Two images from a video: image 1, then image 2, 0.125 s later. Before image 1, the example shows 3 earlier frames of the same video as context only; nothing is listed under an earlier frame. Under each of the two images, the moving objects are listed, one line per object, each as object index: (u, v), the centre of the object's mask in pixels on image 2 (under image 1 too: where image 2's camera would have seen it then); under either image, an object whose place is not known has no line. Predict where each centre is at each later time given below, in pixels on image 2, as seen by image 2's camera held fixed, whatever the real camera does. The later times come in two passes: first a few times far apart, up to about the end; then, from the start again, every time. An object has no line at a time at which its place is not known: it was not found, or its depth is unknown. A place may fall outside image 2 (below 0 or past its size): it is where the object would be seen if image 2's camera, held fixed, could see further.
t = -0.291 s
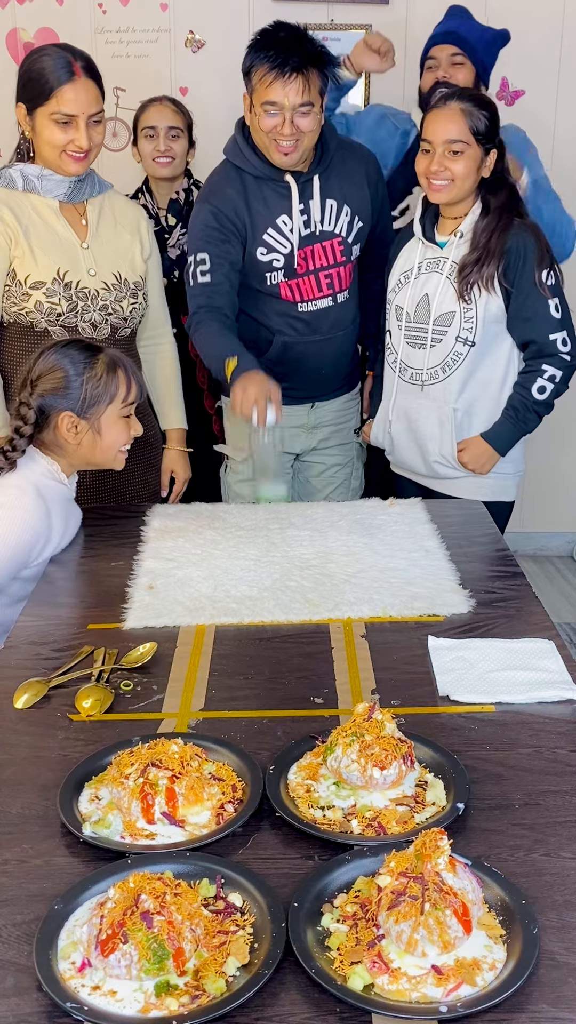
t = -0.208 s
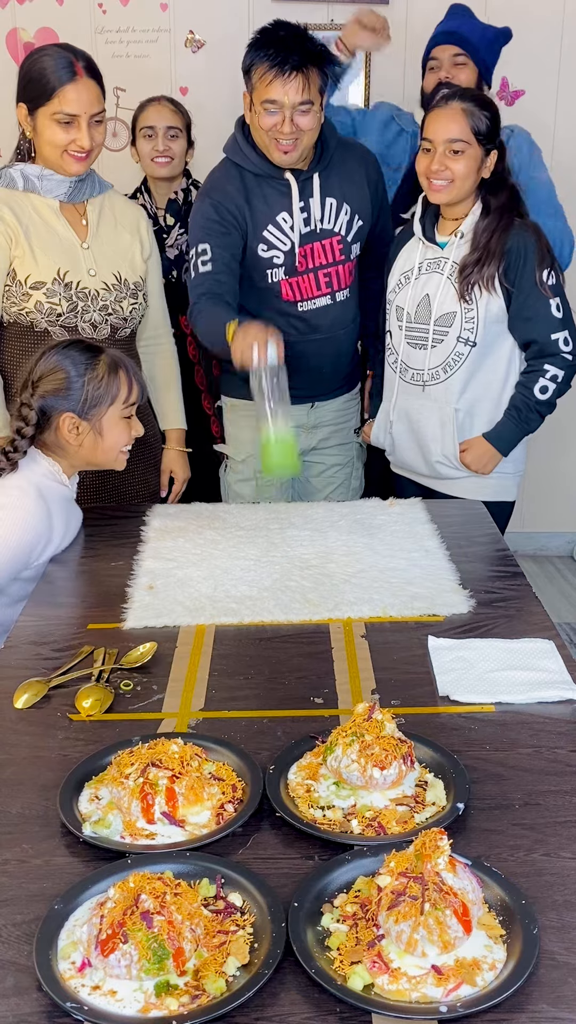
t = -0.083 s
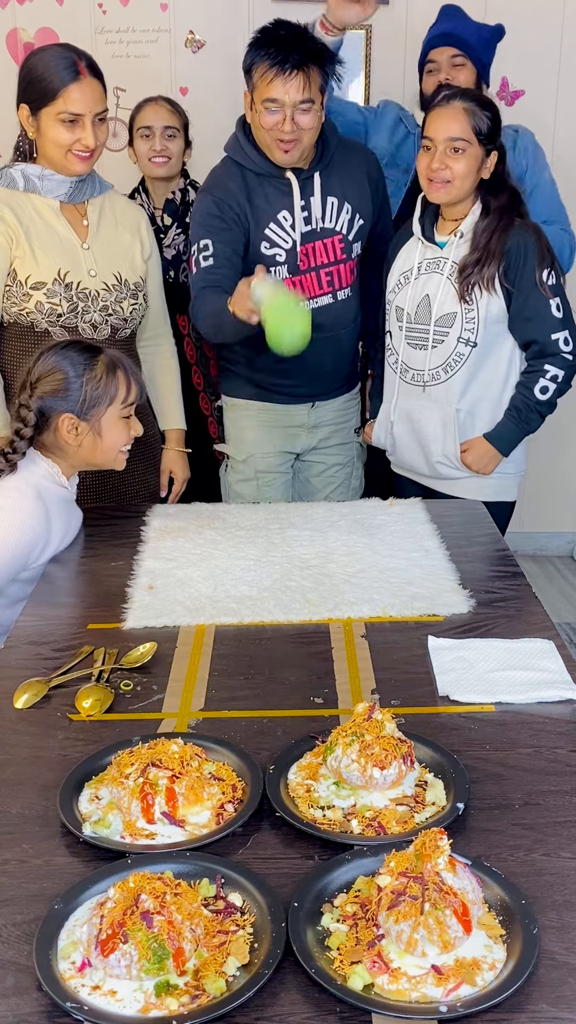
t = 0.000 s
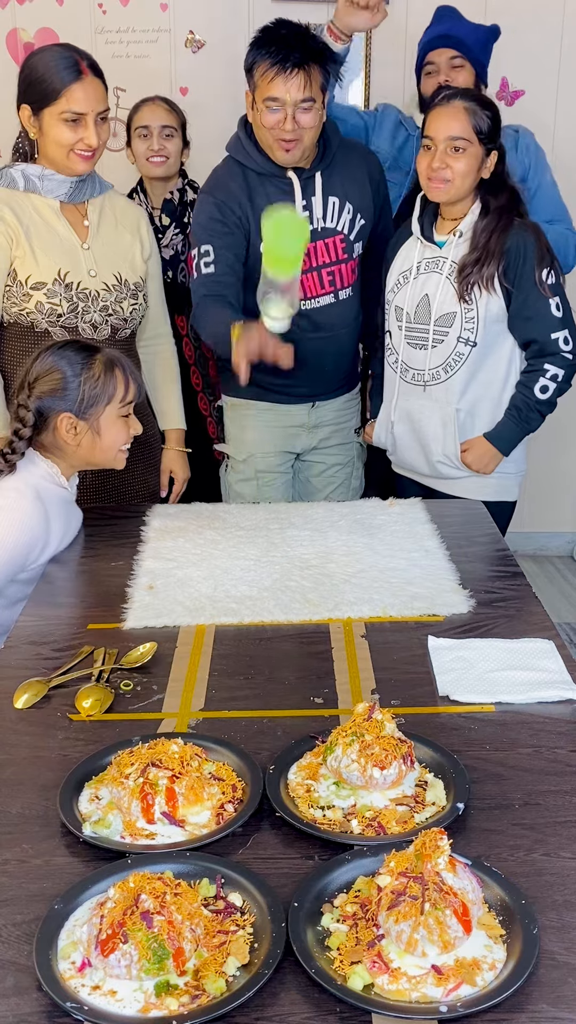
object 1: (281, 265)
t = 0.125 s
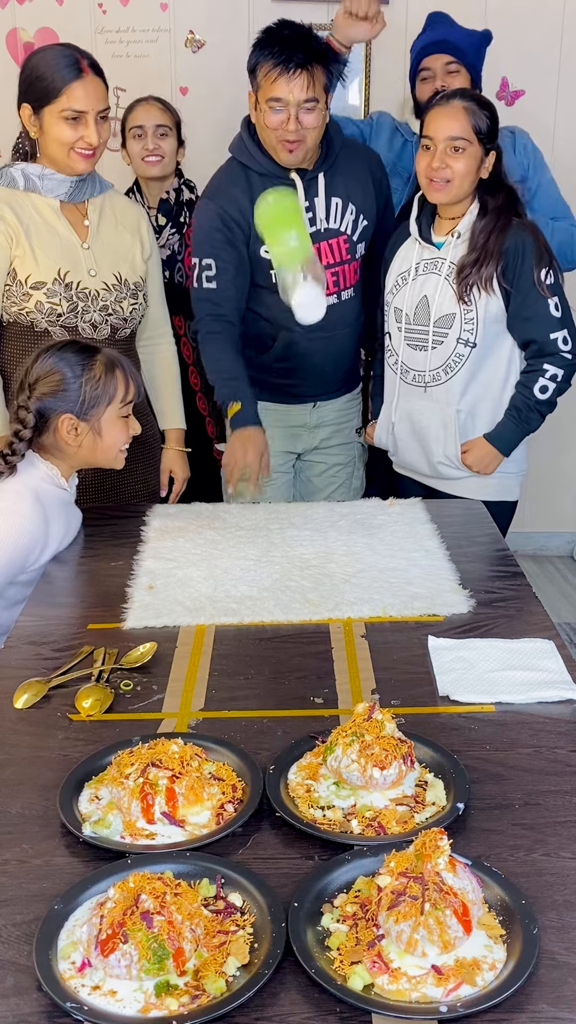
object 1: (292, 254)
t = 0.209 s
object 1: (288, 291)
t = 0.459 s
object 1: (290, 476)
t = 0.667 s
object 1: (290, 479)
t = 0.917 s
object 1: (290, 479)
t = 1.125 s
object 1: (291, 479)
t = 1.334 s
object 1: (290, 479)
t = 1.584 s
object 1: (290, 479)
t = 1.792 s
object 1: (290, 479)
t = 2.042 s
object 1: (290, 478)
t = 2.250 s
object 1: (290, 479)
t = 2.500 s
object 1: (290, 478)
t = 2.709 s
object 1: (290, 478)
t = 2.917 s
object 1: (290, 478)
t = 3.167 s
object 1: (290, 479)
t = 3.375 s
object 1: (290, 479)
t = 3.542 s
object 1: (290, 479)
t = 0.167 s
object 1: (289, 263)
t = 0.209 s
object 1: (288, 291)
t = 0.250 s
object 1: (290, 325)
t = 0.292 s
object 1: (289, 368)
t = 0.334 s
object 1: (289, 422)
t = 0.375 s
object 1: (289, 477)
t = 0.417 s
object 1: (291, 477)
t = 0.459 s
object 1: (290, 476)
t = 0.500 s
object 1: (290, 477)
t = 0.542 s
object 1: (291, 478)
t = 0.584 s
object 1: (291, 479)
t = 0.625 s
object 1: (291, 479)
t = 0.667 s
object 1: (290, 479)
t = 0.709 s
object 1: (291, 479)
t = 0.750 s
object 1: (290, 479)
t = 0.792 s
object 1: (290, 479)
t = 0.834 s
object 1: (291, 479)
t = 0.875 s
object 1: (290, 479)
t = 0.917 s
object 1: (290, 479)
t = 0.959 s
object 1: (290, 479)
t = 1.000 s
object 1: (290, 479)
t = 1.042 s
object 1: (290, 479)
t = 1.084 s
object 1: (290, 479)
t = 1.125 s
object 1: (291, 479)
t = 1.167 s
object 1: (290, 479)
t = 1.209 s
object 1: (290, 479)
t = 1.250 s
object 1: (290, 479)
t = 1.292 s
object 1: (290, 479)
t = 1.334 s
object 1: (290, 479)
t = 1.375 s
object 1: (290, 479)
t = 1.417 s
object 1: (290, 479)
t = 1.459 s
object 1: (290, 479)
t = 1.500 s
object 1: (290, 479)
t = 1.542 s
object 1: (290, 479)
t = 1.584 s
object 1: (290, 479)
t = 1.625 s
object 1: (290, 478)
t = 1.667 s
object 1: (290, 479)
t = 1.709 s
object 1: (290, 479)
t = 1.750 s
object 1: (290, 479)
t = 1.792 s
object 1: (290, 479)
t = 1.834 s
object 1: (290, 479)
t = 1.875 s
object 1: (290, 479)
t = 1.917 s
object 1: (290, 479)
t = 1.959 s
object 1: (290, 479)
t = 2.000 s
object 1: (290, 479)
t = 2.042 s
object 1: (290, 478)
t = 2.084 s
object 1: (290, 478)
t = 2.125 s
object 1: (290, 478)
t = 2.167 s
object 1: (290, 478)
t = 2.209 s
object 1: (290, 478)
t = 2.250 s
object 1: (290, 479)
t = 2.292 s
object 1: (290, 478)
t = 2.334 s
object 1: (290, 479)
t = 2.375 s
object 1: (290, 478)
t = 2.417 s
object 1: (290, 479)
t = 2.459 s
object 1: (290, 478)
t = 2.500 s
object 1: (290, 478)
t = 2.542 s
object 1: (290, 478)
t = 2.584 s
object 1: (290, 478)
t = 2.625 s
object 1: (290, 478)
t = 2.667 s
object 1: (290, 478)
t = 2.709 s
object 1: (290, 478)
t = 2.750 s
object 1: (290, 478)
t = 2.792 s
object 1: (290, 478)
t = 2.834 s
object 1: (290, 479)
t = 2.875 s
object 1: (290, 478)
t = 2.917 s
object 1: (290, 478)
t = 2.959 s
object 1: (290, 479)
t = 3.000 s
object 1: (290, 479)
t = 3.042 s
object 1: (290, 478)
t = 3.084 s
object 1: (290, 478)
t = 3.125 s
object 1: (290, 478)
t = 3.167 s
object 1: (290, 479)
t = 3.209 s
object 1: (290, 479)
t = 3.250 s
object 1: (290, 479)
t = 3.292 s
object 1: (290, 479)
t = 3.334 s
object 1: (290, 479)
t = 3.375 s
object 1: (290, 479)
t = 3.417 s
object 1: (290, 479)
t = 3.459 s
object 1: (290, 479)
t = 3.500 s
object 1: (290, 479)
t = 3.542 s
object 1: (290, 479)
